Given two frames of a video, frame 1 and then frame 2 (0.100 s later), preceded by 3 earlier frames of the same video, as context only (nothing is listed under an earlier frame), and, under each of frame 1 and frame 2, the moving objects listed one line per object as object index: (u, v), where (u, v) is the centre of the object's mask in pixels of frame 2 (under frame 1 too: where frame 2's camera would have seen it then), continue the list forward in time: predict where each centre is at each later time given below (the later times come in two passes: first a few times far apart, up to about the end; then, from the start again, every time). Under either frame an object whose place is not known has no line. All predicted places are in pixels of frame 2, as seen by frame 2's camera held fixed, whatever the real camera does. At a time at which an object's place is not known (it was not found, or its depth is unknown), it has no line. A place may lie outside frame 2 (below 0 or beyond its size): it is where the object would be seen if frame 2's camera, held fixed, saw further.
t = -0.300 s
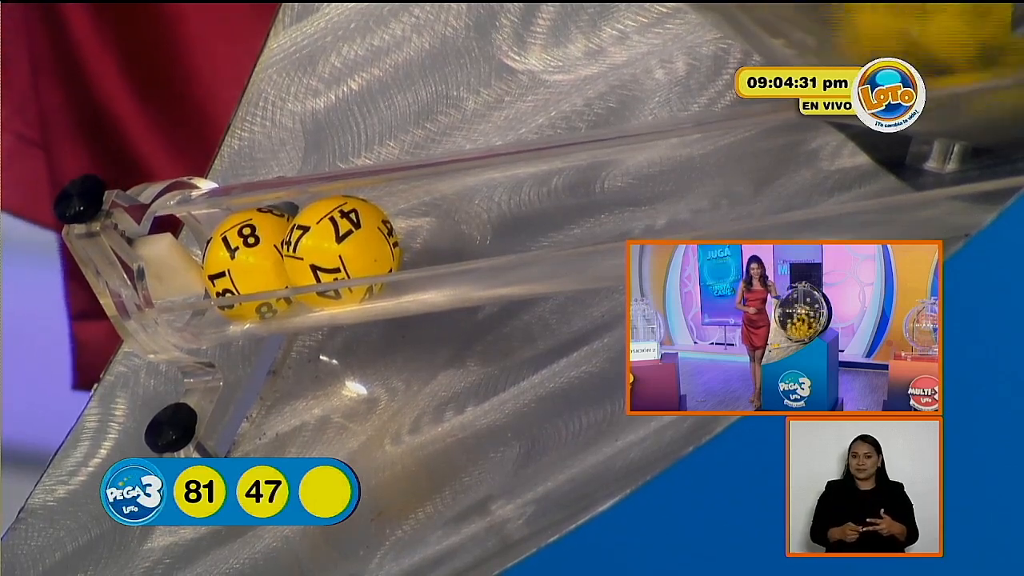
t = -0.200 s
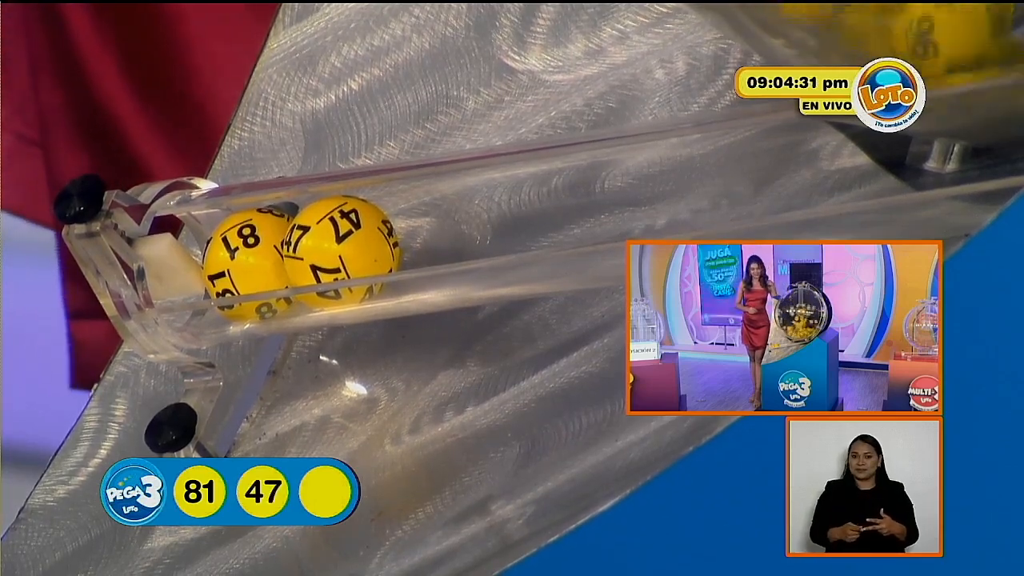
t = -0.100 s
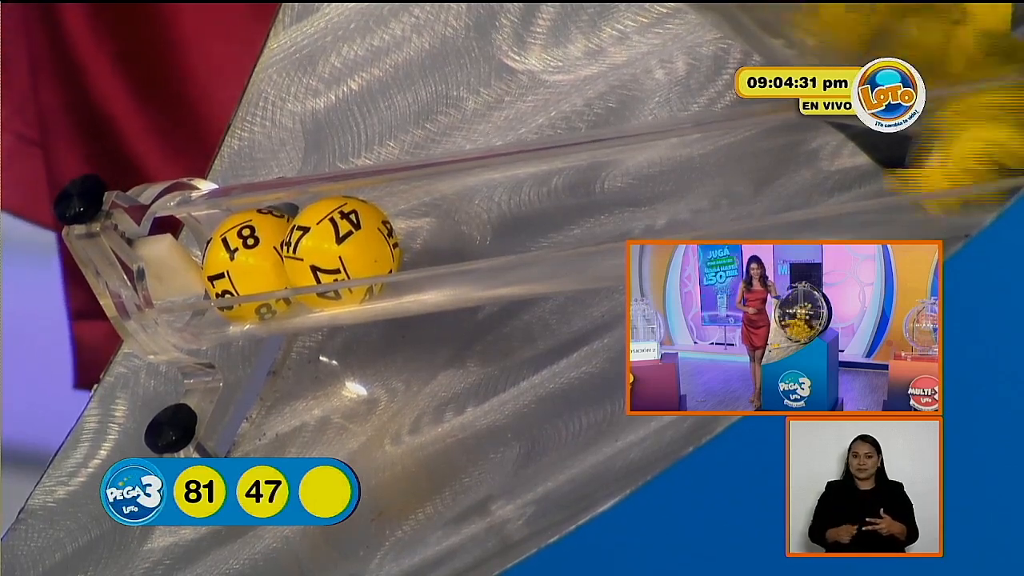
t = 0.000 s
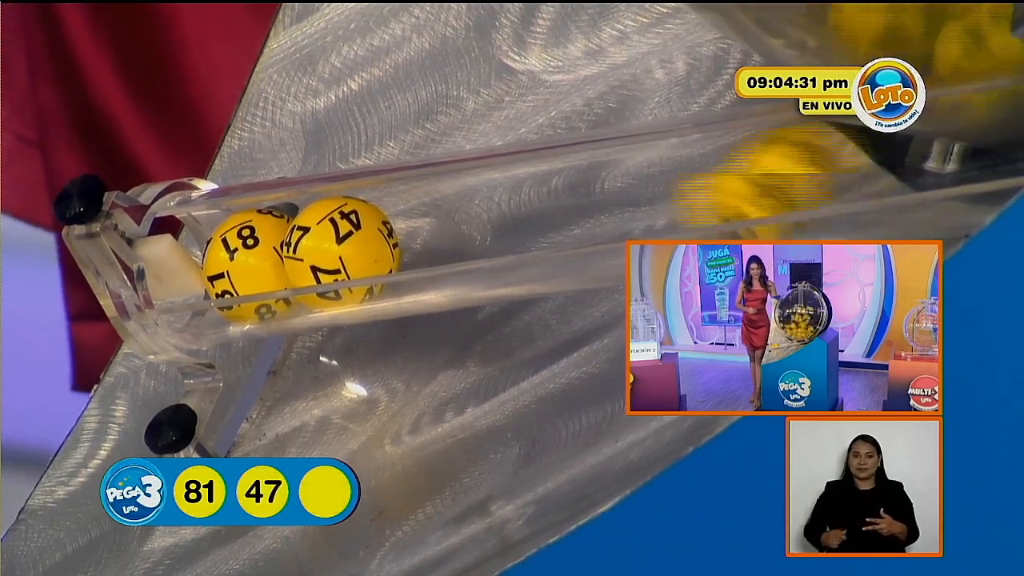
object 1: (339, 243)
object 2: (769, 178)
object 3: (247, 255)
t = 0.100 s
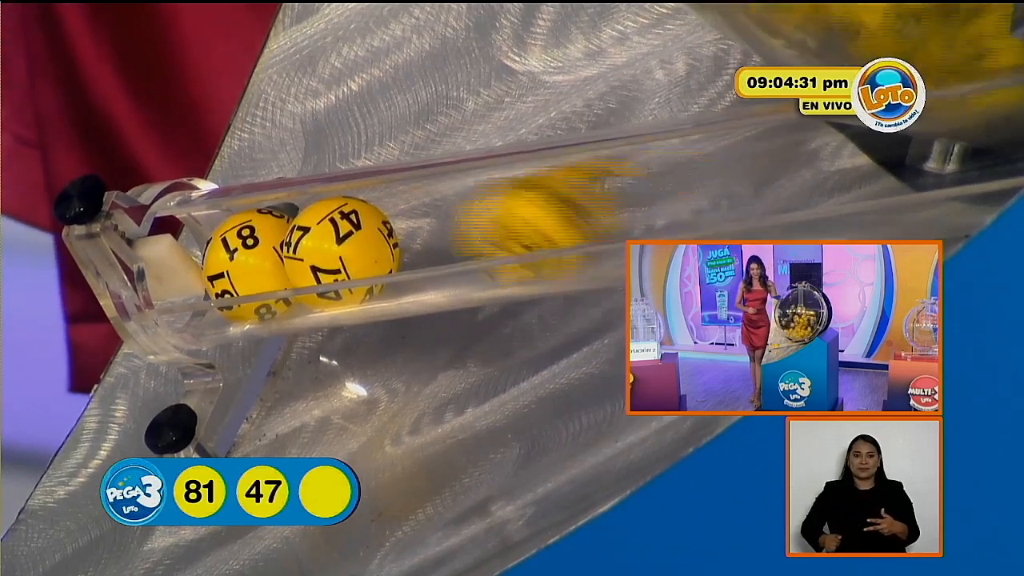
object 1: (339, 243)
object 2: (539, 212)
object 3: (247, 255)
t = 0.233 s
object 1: (360, 240)
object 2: (476, 222)
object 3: (256, 252)
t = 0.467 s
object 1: (332, 242)
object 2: (426, 230)
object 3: (248, 254)
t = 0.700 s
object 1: (329, 242)
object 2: (424, 239)
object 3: (247, 254)
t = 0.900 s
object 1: (330, 243)
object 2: (424, 239)
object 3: (247, 255)
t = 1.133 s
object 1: (329, 242)
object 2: (424, 238)
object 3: (247, 254)
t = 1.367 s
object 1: (329, 242)
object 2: (424, 231)
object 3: (247, 255)
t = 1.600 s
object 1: (329, 242)
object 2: (425, 231)
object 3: (247, 255)
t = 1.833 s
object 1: (329, 242)
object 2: (424, 239)
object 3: (247, 255)
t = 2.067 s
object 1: (329, 242)
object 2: (424, 239)
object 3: (247, 254)
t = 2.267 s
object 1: (330, 243)
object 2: (424, 240)
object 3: (247, 255)
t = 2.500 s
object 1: (330, 242)
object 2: (425, 231)
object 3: (247, 254)
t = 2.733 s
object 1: (330, 242)
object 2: (424, 231)
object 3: (247, 254)
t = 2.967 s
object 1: (330, 242)
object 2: (424, 231)
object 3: (247, 254)
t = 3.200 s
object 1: (330, 242)
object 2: (425, 231)
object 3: (247, 254)
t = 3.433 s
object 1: (330, 242)
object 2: (425, 230)
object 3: (247, 254)
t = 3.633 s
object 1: (330, 242)
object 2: (424, 239)
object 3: (247, 254)
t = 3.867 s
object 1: (330, 242)
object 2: (424, 239)
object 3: (247, 254)
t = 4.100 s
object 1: (330, 243)
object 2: (424, 240)
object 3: (246, 255)
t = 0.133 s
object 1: (338, 243)
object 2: (467, 224)
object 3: (247, 255)
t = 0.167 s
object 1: (344, 241)
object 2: (442, 224)
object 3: (251, 251)
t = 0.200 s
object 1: (351, 240)
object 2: (459, 222)
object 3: (256, 252)
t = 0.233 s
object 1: (360, 240)
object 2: (476, 222)
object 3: (256, 252)
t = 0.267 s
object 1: (365, 240)
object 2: (478, 222)
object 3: (257, 254)
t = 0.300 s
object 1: (361, 239)
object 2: (468, 223)
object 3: (257, 254)
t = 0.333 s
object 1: (355, 240)
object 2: (456, 225)
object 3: (257, 254)
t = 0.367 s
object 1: (342, 241)
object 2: (441, 228)
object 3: (251, 255)
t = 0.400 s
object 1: (334, 241)
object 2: (430, 229)
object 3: (250, 253)
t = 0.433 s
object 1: (333, 242)
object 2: (427, 230)
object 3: (249, 254)
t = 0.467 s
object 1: (332, 242)
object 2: (426, 230)
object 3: (248, 254)
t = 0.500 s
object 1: (330, 242)
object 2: (424, 238)
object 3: (247, 254)
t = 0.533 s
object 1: (329, 242)
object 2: (425, 231)
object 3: (247, 254)
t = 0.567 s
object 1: (329, 242)
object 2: (424, 239)
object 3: (247, 254)
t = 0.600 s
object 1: (329, 242)
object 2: (425, 231)
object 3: (247, 254)
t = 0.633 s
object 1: (329, 242)
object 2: (425, 230)
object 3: (247, 254)
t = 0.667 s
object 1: (329, 242)
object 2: (424, 239)
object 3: (247, 254)
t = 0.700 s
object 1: (329, 242)
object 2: (424, 239)
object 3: (247, 254)
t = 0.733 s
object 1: (329, 242)
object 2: (424, 239)
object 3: (247, 254)
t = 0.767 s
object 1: (329, 242)
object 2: (424, 239)
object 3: (247, 255)
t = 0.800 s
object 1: (329, 242)
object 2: (424, 231)
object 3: (247, 254)
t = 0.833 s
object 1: (330, 242)
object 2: (425, 239)
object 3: (247, 255)
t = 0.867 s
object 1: (330, 242)
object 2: (424, 239)
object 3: (247, 255)
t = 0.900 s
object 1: (330, 243)
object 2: (424, 239)
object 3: (247, 255)
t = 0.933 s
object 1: (330, 243)
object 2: (424, 239)
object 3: (247, 255)
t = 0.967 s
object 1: (329, 242)
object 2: (424, 239)
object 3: (247, 255)
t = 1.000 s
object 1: (329, 242)
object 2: (424, 239)
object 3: (247, 255)
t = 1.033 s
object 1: (330, 242)
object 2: (424, 239)
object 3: (247, 254)
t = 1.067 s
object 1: (329, 242)
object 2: (424, 239)
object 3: (247, 255)
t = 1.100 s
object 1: (329, 242)
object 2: (425, 231)
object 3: (247, 254)
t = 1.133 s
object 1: (329, 242)
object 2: (424, 238)
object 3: (247, 254)
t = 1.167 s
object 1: (329, 242)
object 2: (424, 239)
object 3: (247, 254)
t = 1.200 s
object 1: (329, 242)
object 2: (424, 238)
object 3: (247, 254)
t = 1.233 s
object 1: (329, 242)
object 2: (424, 239)
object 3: (247, 255)
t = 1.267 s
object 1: (329, 242)
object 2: (425, 231)
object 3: (247, 255)
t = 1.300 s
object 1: (329, 242)
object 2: (424, 238)
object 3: (247, 255)
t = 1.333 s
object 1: (329, 242)
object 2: (424, 239)
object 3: (247, 255)
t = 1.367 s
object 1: (329, 242)
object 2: (424, 231)
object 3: (247, 255)
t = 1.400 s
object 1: (329, 242)
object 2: (424, 238)
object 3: (247, 255)
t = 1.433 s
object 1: (329, 242)
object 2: (424, 239)
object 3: (247, 255)
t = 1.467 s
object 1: (330, 242)
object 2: (424, 239)
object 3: (247, 254)
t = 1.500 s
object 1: (329, 242)
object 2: (424, 239)
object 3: (247, 255)
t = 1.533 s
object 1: (329, 242)
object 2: (424, 239)
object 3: (247, 255)
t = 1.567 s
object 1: (329, 242)
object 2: (424, 239)
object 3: (247, 254)
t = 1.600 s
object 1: (329, 242)
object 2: (425, 231)
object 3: (247, 255)
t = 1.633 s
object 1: (329, 242)
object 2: (424, 239)
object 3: (247, 255)
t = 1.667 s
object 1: (329, 242)
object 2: (424, 239)
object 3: (247, 255)
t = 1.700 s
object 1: (329, 242)
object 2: (424, 239)
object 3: (247, 254)
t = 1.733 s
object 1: (329, 242)
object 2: (424, 239)
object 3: (247, 254)
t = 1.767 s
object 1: (329, 242)
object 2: (424, 239)
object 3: (247, 255)
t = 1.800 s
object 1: (329, 242)
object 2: (424, 239)
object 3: (247, 255)
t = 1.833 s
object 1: (329, 242)
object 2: (424, 239)
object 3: (247, 255)
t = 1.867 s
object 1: (329, 242)
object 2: (424, 239)
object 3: (247, 255)
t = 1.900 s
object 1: (329, 242)
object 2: (424, 239)
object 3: (247, 254)
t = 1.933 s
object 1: (329, 241)
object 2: (424, 238)
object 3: (247, 254)
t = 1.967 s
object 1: (330, 242)
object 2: (425, 230)
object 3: (247, 254)
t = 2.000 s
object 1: (329, 242)
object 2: (425, 231)
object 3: (247, 254)
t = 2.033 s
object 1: (329, 243)
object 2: (424, 240)
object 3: (247, 255)
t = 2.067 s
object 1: (329, 242)
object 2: (424, 239)
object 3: (247, 254)
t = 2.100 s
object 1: (330, 243)
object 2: (424, 239)
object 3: (247, 255)
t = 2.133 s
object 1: (330, 243)
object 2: (424, 240)
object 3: (247, 255)
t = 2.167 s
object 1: (330, 243)
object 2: (424, 239)
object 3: (247, 255)
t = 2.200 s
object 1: (330, 243)
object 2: (424, 240)
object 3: (247, 255)
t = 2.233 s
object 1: (330, 243)
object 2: (424, 239)
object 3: (247, 255)
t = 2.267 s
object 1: (330, 243)
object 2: (424, 240)
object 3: (247, 255)
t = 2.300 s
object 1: (330, 243)
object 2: (424, 239)
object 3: (247, 255)
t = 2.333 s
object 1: (330, 242)
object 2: (424, 239)
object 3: (247, 254)
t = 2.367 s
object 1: (330, 242)
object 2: (424, 239)
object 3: (247, 254)
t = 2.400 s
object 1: (330, 242)
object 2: (424, 239)
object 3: (247, 254)
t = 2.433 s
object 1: (330, 242)
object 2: (425, 231)
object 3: (247, 254)
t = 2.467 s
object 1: (330, 243)
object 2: (425, 231)
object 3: (247, 254)
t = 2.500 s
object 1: (330, 242)
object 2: (425, 231)
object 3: (247, 254)
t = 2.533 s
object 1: (330, 243)
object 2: (424, 231)
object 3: (247, 254)
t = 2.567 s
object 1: (330, 242)
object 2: (425, 231)
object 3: (247, 254)
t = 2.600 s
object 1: (330, 242)
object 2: (425, 231)
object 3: (247, 254)
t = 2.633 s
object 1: (330, 242)
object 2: (425, 231)
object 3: (247, 254)
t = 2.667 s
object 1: (330, 243)
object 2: (424, 239)
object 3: (247, 254)
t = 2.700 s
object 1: (330, 242)
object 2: (425, 231)
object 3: (247, 254)
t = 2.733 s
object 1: (330, 242)
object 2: (424, 231)
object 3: (247, 254)
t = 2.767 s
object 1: (330, 242)
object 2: (424, 231)
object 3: (247, 254)
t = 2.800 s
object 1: (330, 242)
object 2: (424, 231)
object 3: (247, 254)
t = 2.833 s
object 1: (330, 243)
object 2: (424, 231)
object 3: (247, 254)
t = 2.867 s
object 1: (330, 242)
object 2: (424, 239)
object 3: (247, 254)
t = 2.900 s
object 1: (330, 243)
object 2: (424, 231)
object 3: (247, 255)
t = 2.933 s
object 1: (330, 243)
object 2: (424, 240)
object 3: (247, 255)
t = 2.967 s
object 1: (330, 242)
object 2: (424, 231)
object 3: (247, 254)
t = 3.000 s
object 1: (330, 242)
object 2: (424, 231)
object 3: (247, 254)
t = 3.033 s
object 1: (330, 242)
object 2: (425, 231)
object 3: (247, 254)
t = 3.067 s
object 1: (330, 242)
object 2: (424, 231)
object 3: (247, 254)
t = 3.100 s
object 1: (330, 243)
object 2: (424, 239)
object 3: (247, 255)
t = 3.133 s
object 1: (330, 242)
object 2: (424, 231)
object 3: (247, 254)
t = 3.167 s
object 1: (330, 242)
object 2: (424, 239)
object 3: (247, 254)
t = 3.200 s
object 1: (330, 242)
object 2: (425, 231)
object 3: (247, 254)
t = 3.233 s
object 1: (330, 242)
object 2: (424, 231)
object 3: (247, 254)
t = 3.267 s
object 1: (330, 242)
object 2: (425, 231)
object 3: (247, 254)
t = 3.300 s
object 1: (330, 242)
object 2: (425, 231)
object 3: (247, 254)
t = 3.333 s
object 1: (330, 242)
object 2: (425, 231)
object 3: (247, 254)
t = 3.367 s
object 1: (330, 242)
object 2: (425, 231)
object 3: (247, 254)
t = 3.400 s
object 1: (330, 242)
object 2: (425, 231)
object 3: (247, 254)
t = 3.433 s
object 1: (330, 242)
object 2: (425, 230)
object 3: (247, 254)
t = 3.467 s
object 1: (330, 242)
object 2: (425, 230)
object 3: (247, 254)
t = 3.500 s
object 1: (330, 242)
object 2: (425, 230)
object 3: (247, 254)
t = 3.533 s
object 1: (330, 242)
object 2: (425, 230)
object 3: (247, 254)
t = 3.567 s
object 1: (330, 242)
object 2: (425, 230)
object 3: (247, 254)
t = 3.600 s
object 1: (330, 242)
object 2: (425, 231)
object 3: (247, 254)
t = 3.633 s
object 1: (330, 242)
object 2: (424, 239)
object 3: (247, 254)
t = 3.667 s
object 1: (330, 242)
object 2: (425, 231)
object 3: (247, 254)
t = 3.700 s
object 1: (330, 242)
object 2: (424, 231)
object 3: (247, 254)
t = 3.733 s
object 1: (330, 243)
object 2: (424, 240)
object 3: (247, 255)
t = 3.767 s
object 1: (330, 242)
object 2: (424, 239)
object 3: (247, 254)
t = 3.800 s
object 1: (330, 243)
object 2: (424, 240)
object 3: (247, 255)
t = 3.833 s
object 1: (330, 243)
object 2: (424, 239)
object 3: (247, 254)
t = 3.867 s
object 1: (330, 242)
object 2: (424, 239)
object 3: (247, 254)
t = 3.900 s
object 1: (330, 243)
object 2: (424, 240)
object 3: (247, 255)
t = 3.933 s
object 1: (330, 243)
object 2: (424, 239)
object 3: (247, 255)
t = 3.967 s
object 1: (330, 243)
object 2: (424, 240)
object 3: (247, 255)
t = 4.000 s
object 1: (330, 242)
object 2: (425, 231)
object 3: (247, 254)
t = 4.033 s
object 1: (330, 242)
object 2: (424, 239)
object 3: (247, 254)
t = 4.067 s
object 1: (330, 243)
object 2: (424, 241)
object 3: (247, 255)
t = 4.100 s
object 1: (330, 243)
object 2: (424, 240)
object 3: (246, 255)
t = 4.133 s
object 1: (330, 243)
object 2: (424, 241)
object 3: (247, 255)
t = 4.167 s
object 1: (330, 243)
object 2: (424, 240)
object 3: (247, 255)
